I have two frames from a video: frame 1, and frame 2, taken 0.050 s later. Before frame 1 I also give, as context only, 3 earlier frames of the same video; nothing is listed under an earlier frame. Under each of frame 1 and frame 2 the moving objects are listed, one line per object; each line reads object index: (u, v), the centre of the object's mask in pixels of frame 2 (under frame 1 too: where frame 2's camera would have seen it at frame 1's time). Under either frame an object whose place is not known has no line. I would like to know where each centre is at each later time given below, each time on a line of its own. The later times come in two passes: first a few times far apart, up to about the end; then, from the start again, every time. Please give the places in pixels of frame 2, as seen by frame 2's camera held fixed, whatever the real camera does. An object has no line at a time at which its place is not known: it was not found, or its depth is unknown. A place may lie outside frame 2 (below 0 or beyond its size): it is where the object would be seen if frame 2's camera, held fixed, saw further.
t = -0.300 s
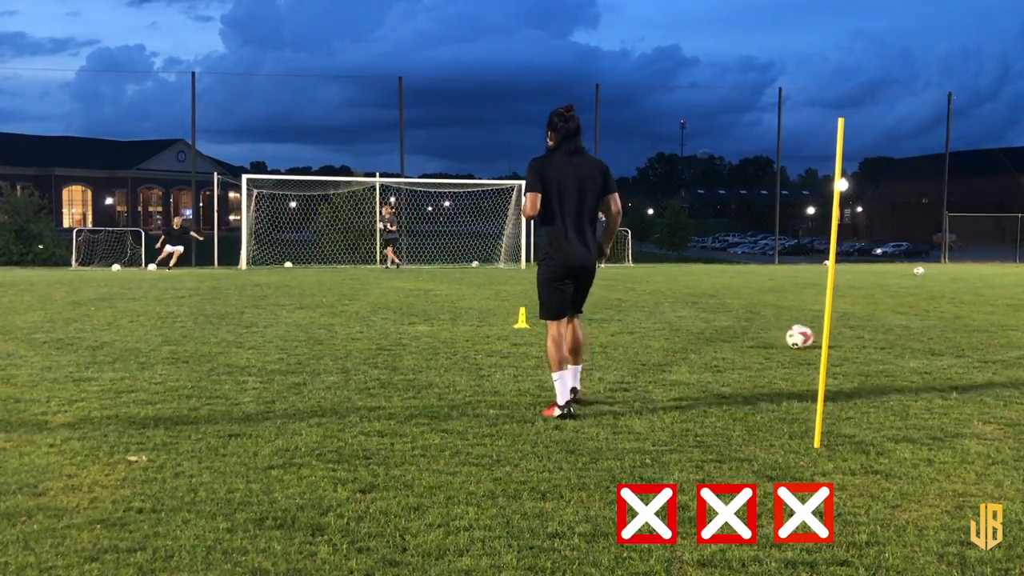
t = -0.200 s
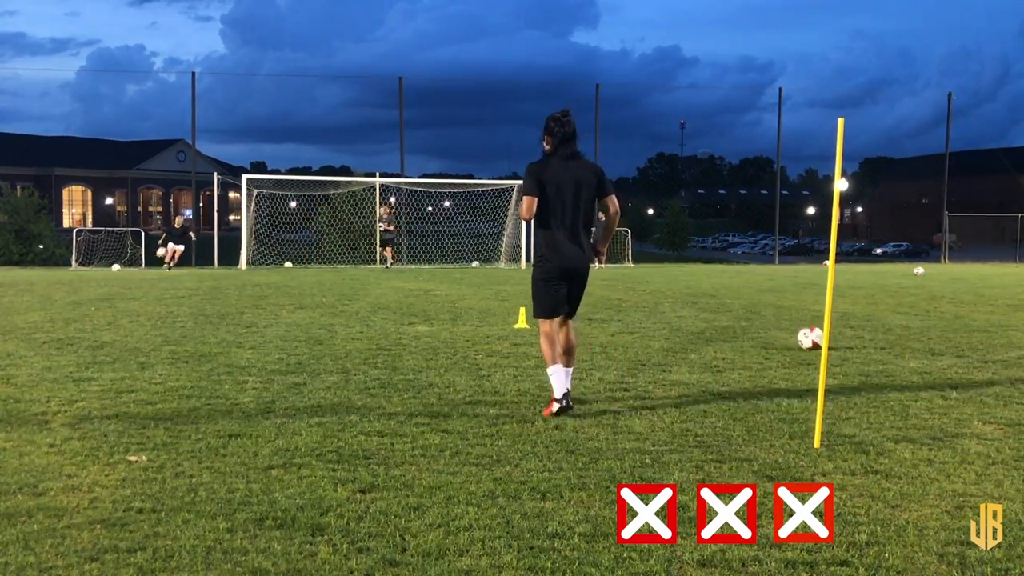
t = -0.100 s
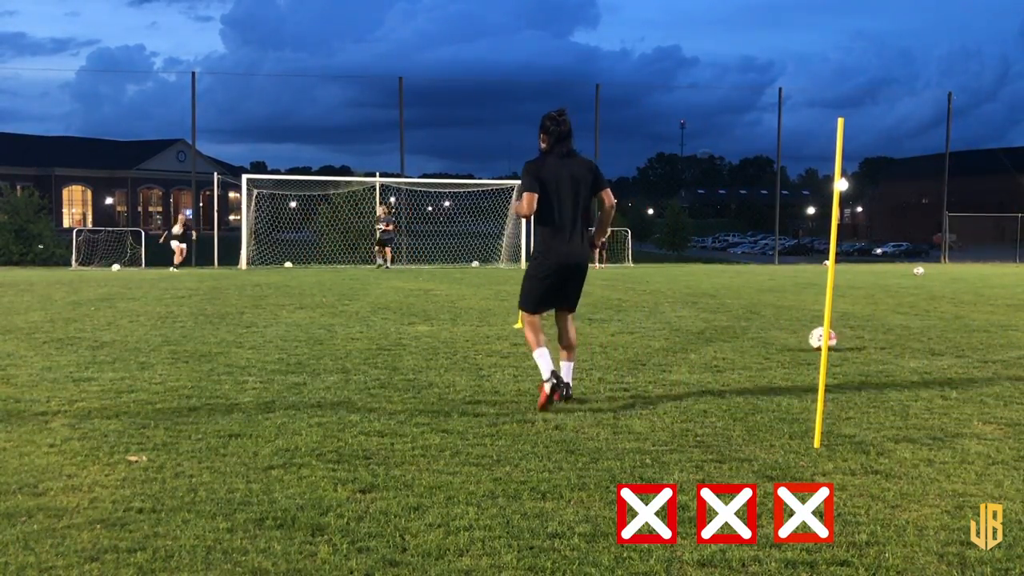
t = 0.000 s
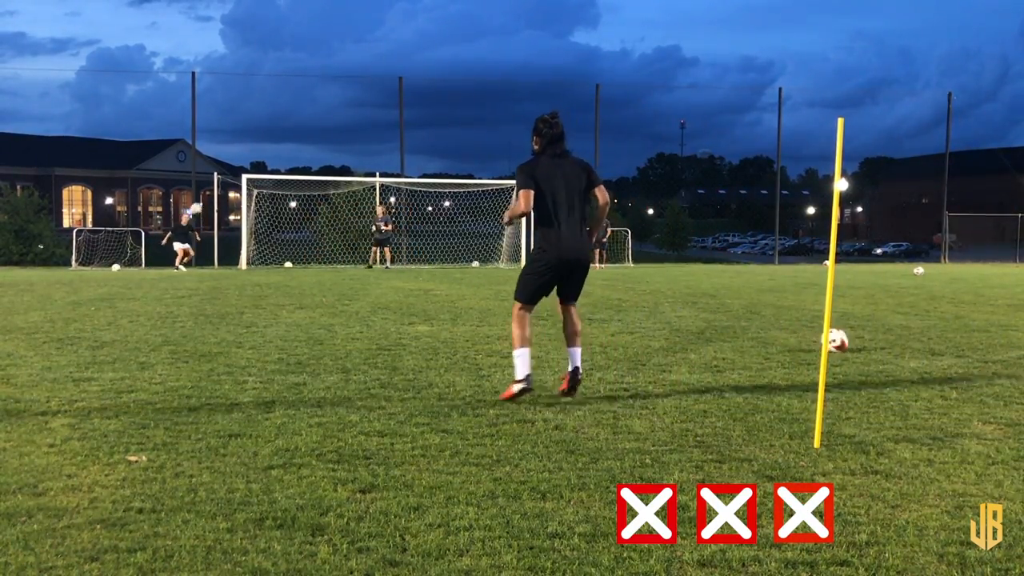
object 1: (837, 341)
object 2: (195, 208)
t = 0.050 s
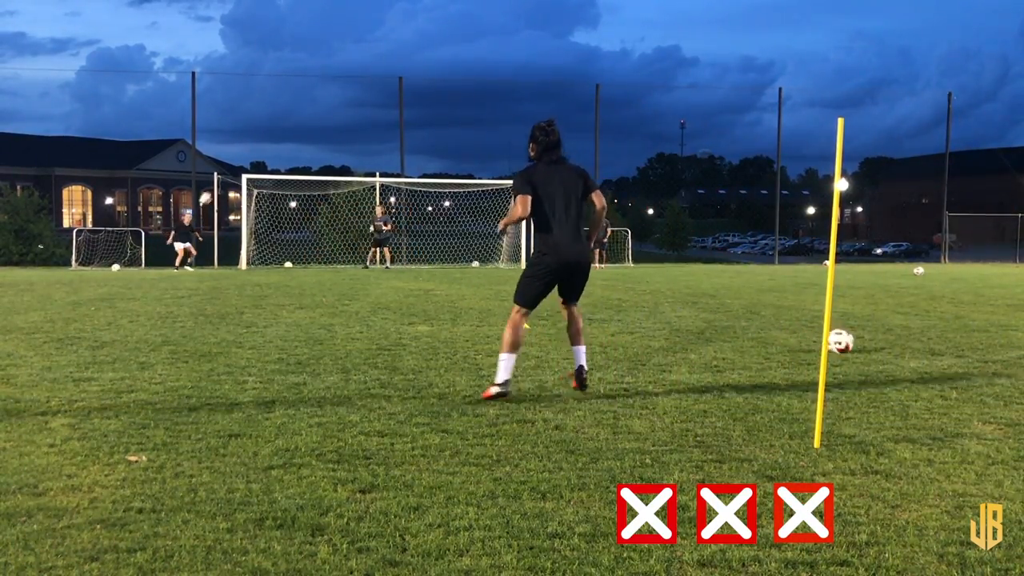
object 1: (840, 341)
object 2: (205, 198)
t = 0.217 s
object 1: (857, 341)
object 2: (244, 165)
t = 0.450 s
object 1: (880, 343)
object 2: (313, 128)
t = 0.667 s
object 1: (895, 344)
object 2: (399, 108)
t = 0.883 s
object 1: (906, 345)
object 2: (513, 111)
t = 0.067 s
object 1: (842, 341)
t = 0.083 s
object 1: (843, 341)
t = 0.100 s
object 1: (845, 341)
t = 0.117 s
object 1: (847, 341)
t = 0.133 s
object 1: (849, 341)
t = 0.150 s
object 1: (851, 341)
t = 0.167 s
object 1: (852, 341)
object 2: (231, 174)
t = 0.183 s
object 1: (854, 342)
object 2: (235, 172)
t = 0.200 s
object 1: (856, 342)
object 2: (240, 168)
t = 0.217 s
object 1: (857, 341)
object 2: (244, 165)
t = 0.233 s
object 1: (859, 342)
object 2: (248, 162)
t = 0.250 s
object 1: (861, 341)
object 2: (252, 159)
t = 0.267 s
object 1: (863, 342)
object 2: (257, 157)
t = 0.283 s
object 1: (864, 342)
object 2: (261, 154)
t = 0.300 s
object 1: (866, 342)
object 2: (266, 150)
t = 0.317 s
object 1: (868, 343)
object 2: (271, 148)
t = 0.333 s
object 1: (870, 343)
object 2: (276, 145)
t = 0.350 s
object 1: (871, 343)
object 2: (281, 142)
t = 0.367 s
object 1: (872, 343)
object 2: (286, 140)
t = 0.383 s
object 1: (874, 343)
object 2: (291, 137)
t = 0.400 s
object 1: (876, 343)
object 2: (296, 135)
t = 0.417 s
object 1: (877, 343)
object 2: (301, 133)
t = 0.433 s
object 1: (878, 343)
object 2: (307, 131)
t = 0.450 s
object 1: (880, 343)
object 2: (313, 128)
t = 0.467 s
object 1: (881, 343)
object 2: (319, 126)
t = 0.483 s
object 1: (882, 343)
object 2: (325, 124)
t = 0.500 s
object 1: (884, 343)
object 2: (331, 122)
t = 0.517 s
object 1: (885, 343)
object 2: (337, 120)
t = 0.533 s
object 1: (886, 343)
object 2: (343, 119)
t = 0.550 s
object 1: (887, 343)
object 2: (350, 117)
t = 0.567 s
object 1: (888, 343)
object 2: (356, 116)
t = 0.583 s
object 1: (890, 343)
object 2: (363, 114)
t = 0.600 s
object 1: (891, 344)
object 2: (370, 113)
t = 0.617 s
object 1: (892, 344)
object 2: (377, 111)
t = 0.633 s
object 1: (893, 344)
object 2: (384, 110)
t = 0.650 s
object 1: (894, 344)
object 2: (391, 109)
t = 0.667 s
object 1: (895, 344)
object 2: (399, 108)
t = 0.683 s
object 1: (896, 344)
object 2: (406, 107)
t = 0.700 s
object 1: (897, 344)
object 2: (414, 107)
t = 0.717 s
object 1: (898, 344)
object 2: (422, 106)
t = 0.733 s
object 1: (899, 344)
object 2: (430, 106)
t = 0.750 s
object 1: (900, 344)
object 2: (438, 106)
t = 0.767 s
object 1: (901, 345)
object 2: (447, 106)
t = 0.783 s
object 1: (902, 345)
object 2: (456, 106)
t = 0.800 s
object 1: (903, 345)
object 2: (464, 107)
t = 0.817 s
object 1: (904, 345)
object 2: (474, 107)
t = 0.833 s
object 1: (904, 345)
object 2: (483, 108)
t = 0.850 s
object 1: (905, 345)
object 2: (493, 109)
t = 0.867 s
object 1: (905, 345)
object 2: (503, 110)
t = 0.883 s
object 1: (906, 345)
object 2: (513, 111)
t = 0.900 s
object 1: (907, 345)
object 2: (523, 112)
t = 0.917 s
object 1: (907, 345)
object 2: (533, 114)
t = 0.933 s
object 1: (907, 345)
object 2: (544, 116)
